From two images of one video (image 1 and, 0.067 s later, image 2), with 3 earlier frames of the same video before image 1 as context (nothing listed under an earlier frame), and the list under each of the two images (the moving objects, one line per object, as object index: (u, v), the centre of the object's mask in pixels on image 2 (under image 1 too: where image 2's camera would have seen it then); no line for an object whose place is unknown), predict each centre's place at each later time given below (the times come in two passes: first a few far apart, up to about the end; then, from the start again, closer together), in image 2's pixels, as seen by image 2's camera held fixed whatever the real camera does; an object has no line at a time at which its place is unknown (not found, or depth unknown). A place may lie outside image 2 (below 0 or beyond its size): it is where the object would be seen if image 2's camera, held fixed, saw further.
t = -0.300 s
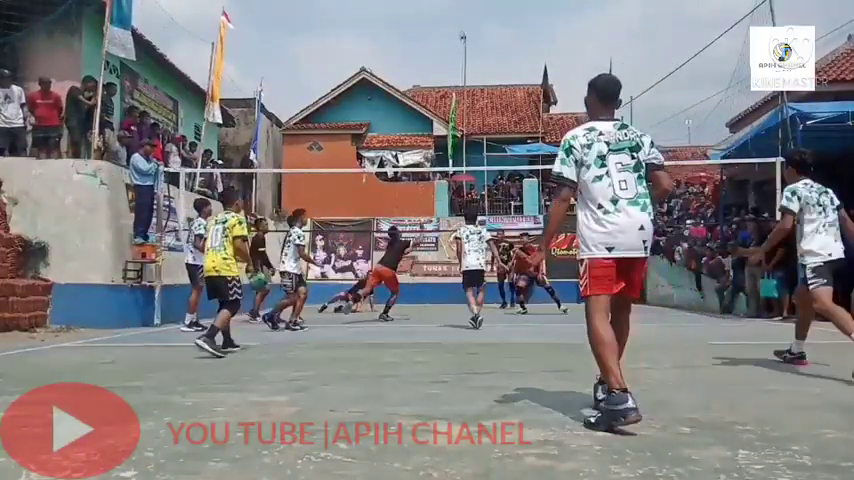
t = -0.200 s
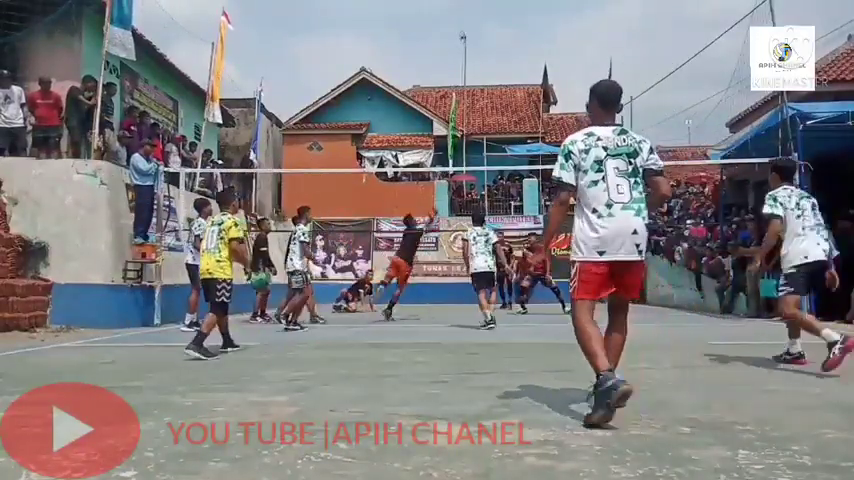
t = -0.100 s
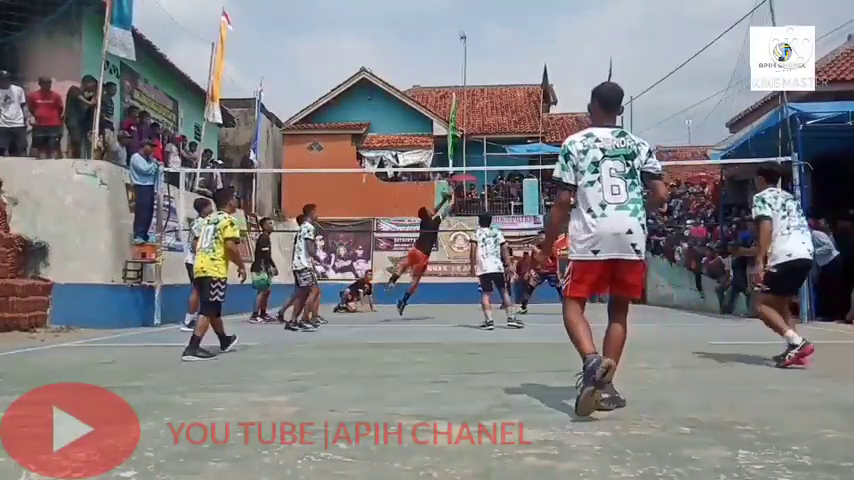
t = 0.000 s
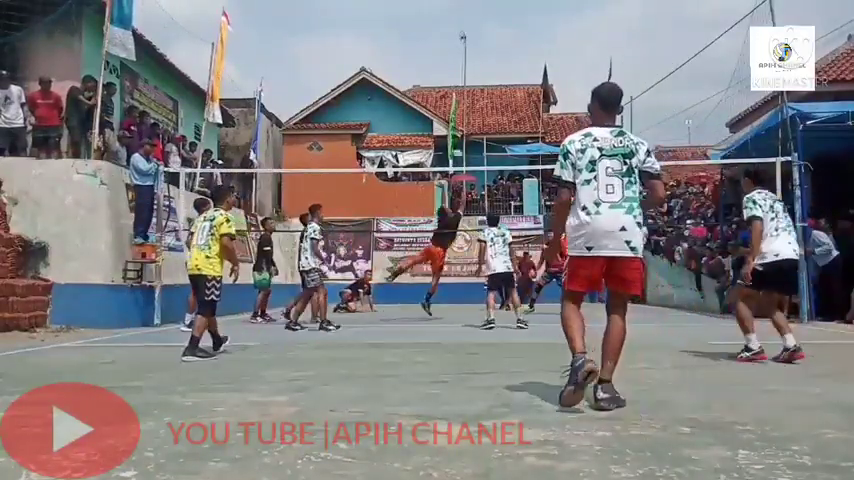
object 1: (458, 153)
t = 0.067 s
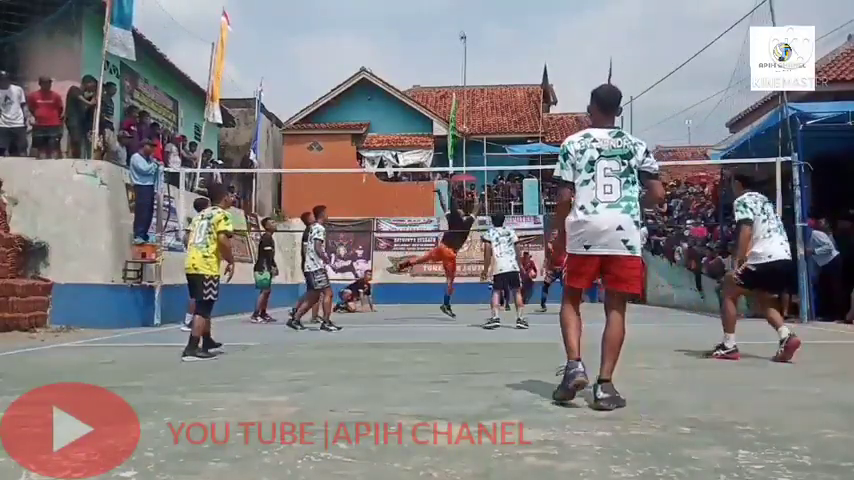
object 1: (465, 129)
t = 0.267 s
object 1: (480, 77)
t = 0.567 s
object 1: (506, 40)
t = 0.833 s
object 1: (528, 49)
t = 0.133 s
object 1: (468, 109)
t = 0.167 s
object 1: (472, 100)
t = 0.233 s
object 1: (477, 84)
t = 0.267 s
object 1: (480, 77)
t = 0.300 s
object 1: (483, 70)
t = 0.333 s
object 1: (486, 64)
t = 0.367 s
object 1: (489, 58)
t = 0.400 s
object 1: (492, 54)
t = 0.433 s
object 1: (495, 50)
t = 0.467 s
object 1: (497, 47)
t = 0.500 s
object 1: (501, 44)
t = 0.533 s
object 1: (503, 41)
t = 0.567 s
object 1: (506, 40)
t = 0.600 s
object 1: (509, 39)
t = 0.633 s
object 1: (512, 39)
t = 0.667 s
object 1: (515, 39)
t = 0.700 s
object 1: (517, 40)
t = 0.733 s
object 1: (520, 42)
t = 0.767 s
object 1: (523, 44)
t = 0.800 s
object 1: (526, 45)
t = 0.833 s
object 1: (528, 49)
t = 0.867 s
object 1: (531, 53)
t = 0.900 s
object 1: (534, 57)
